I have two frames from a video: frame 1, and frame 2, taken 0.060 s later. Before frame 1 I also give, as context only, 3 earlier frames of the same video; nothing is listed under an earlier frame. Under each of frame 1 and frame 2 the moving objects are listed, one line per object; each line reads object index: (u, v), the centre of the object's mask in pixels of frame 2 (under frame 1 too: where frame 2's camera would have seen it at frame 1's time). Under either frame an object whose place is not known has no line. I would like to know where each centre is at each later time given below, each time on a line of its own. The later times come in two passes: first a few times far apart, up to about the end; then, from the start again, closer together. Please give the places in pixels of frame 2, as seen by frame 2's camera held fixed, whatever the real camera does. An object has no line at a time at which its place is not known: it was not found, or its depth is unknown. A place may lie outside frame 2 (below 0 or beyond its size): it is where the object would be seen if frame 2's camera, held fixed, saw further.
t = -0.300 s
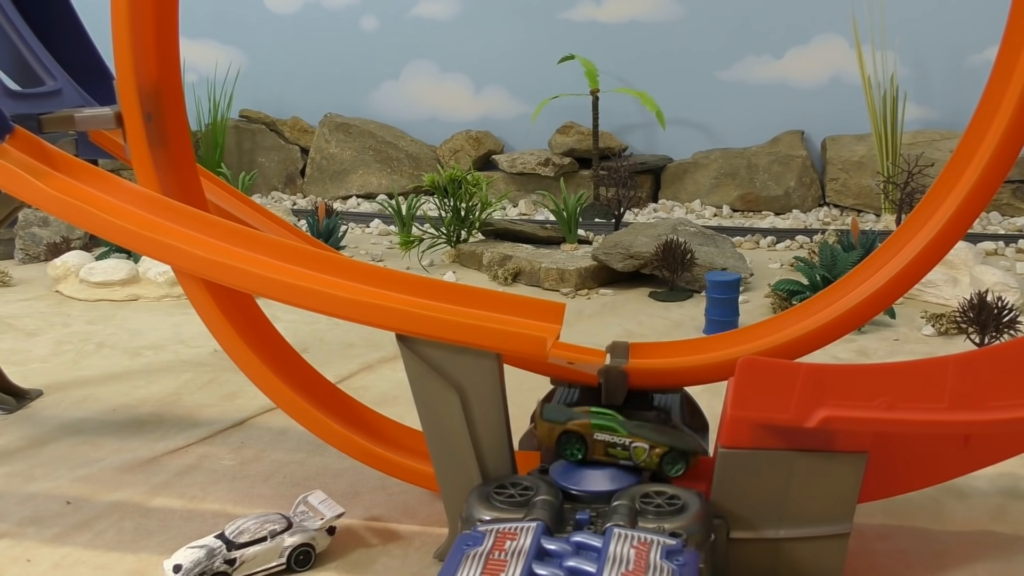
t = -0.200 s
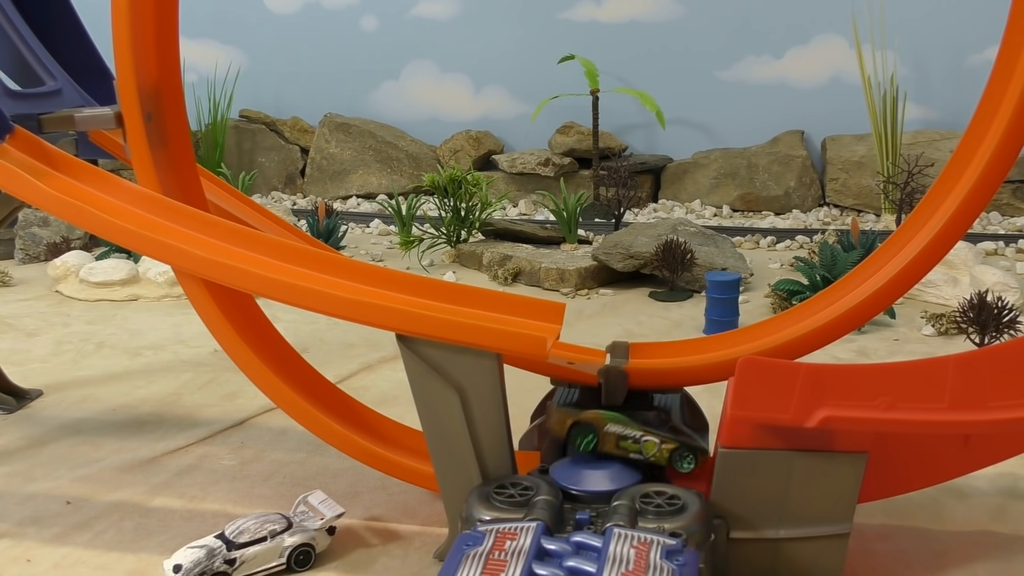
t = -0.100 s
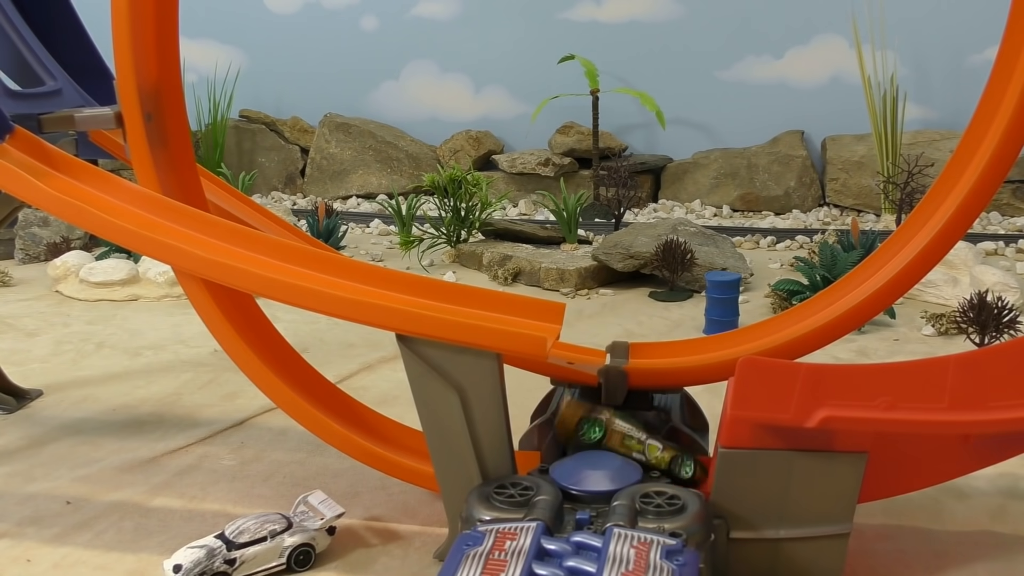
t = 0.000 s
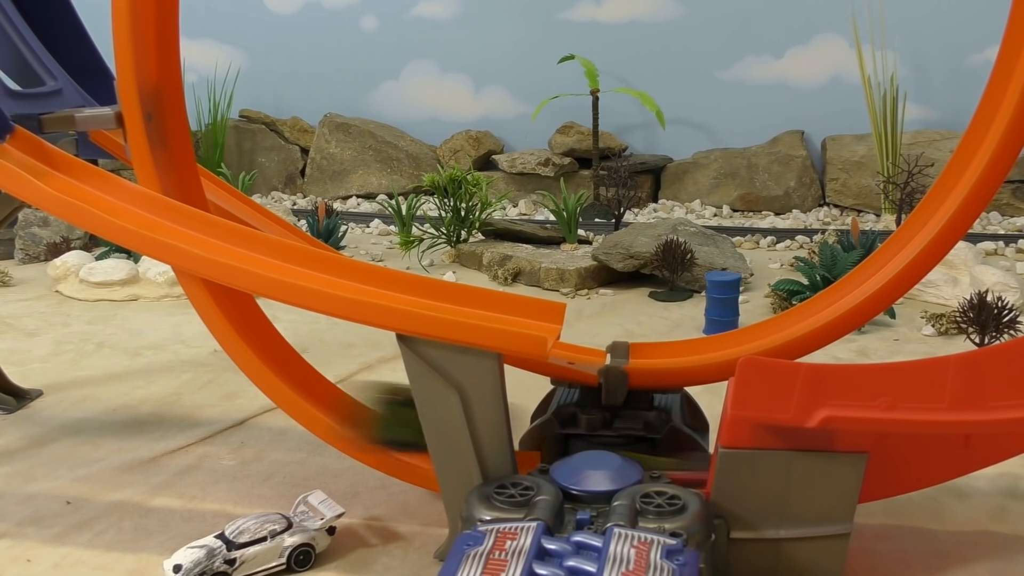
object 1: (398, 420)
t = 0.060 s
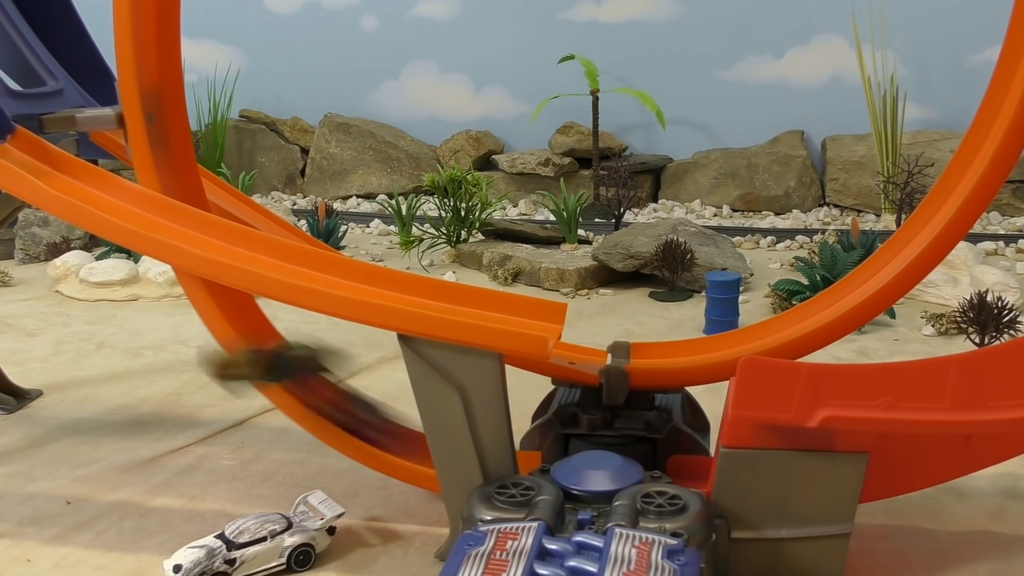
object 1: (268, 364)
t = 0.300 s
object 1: (67, 475)
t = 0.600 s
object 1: (64, 494)
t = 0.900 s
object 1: (64, 494)
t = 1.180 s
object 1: (64, 494)
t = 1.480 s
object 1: (64, 494)
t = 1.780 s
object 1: (64, 494)
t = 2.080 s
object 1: (64, 494)
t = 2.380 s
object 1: (64, 494)
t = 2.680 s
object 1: (64, 494)
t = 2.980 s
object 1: (64, 494)
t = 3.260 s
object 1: (64, 494)
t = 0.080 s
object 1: (247, 348)
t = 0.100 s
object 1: (196, 327)
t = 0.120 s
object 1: (170, 320)
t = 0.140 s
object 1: (153, 319)
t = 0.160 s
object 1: (134, 327)
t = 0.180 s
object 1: (108, 344)
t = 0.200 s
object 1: (98, 359)
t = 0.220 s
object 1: (89, 412)
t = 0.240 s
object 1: (81, 445)
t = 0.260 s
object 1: (75, 484)
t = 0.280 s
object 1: (70, 481)
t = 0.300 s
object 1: (67, 475)
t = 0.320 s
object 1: (64, 470)
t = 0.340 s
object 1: (61, 468)
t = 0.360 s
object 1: (60, 471)
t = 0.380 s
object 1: (62, 477)
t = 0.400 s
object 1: (65, 491)
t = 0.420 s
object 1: (65, 489)
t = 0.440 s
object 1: (65, 484)
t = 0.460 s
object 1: (65, 490)
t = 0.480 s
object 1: (65, 492)
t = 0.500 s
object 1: (64, 491)
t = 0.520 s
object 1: (64, 493)
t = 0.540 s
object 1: (64, 493)
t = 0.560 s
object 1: (64, 494)
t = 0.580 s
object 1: (64, 494)
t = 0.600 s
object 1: (64, 494)
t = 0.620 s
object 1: (64, 494)
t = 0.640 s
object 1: (64, 494)
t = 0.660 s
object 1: (64, 494)
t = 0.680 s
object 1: (64, 494)
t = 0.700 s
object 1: (64, 494)
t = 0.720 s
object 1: (64, 494)
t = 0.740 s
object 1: (64, 494)
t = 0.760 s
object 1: (64, 494)
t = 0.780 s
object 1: (64, 494)
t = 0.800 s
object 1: (64, 494)
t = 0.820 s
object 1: (64, 494)
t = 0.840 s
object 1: (64, 494)
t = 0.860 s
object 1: (64, 494)
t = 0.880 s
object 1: (64, 494)
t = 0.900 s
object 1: (64, 494)
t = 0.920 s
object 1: (64, 494)
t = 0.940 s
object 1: (64, 494)
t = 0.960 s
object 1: (64, 494)
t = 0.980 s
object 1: (64, 494)
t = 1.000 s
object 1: (64, 494)
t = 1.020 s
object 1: (64, 494)
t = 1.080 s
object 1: (64, 494)
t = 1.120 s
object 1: (64, 494)
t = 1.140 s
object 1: (64, 494)
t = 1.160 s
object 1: (64, 494)
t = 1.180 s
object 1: (64, 494)
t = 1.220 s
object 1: (64, 494)
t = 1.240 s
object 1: (64, 494)
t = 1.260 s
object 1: (64, 494)
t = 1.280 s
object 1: (64, 494)
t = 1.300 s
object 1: (64, 494)
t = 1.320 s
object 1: (64, 494)
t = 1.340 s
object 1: (64, 494)
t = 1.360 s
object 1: (64, 494)
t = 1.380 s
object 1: (64, 494)
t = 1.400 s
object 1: (64, 494)
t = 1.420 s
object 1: (64, 494)
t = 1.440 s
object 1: (64, 494)
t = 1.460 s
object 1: (64, 494)
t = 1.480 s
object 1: (64, 494)
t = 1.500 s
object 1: (64, 494)
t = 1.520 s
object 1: (64, 494)
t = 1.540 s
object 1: (64, 494)
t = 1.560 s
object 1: (64, 494)
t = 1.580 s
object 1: (64, 494)
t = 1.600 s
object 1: (64, 494)
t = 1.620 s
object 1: (64, 494)
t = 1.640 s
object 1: (64, 494)
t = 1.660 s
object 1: (64, 494)
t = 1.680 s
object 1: (64, 494)
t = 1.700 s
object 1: (64, 494)
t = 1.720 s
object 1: (64, 494)
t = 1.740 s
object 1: (64, 494)
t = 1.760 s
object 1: (64, 494)
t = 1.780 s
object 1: (64, 494)
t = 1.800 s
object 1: (64, 494)
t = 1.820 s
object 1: (64, 494)
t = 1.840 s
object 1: (64, 494)
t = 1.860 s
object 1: (64, 494)
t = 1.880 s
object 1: (64, 494)
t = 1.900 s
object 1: (64, 494)
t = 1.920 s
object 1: (64, 494)
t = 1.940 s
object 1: (64, 494)
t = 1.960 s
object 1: (64, 494)
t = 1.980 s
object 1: (64, 494)
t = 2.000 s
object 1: (64, 494)
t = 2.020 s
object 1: (64, 494)
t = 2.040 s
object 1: (64, 494)
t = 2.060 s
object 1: (64, 494)
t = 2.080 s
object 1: (64, 494)
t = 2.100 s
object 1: (64, 494)
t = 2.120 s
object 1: (64, 494)
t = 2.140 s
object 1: (64, 494)
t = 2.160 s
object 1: (64, 494)
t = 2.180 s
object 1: (64, 494)
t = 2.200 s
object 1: (64, 494)
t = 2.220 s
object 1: (64, 494)
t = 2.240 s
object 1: (64, 494)
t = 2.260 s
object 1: (64, 494)
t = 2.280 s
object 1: (64, 494)
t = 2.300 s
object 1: (64, 494)
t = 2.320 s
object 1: (64, 494)
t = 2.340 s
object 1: (64, 494)
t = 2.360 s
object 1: (64, 494)
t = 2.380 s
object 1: (64, 494)
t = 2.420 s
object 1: (64, 494)
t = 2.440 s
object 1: (64, 494)
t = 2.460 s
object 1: (64, 494)
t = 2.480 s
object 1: (64, 494)
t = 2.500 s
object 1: (64, 494)
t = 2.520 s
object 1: (64, 494)
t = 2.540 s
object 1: (64, 494)
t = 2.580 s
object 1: (64, 494)
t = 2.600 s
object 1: (64, 494)
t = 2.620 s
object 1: (64, 494)
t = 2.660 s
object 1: (64, 494)
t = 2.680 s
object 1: (64, 494)
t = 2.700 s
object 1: (64, 494)
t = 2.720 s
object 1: (64, 494)
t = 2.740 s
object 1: (64, 494)
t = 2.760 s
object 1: (64, 494)
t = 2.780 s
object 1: (64, 494)
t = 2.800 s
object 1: (64, 494)
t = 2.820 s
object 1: (64, 494)
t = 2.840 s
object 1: (64, 494)
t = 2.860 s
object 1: (64, 494)
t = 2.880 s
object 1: (64, 494)
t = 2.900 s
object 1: (64, 494)
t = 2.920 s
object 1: (64, 494)
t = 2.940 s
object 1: (64, 494)
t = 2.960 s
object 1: (64, 494)
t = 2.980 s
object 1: (64, 494)
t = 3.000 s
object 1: (64, 494)
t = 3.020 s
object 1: (64, 494)
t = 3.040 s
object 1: (64, 494)
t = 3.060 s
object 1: (64, 494)
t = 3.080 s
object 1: (64, 494)
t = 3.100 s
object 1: (64, 494)
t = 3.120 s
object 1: (64, 494)
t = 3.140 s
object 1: (64, 494)
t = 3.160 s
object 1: (64, 494)
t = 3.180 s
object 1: (64, 494)
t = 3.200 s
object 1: (64, 494)
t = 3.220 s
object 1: (64, 494)
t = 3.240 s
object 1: (64, 494)
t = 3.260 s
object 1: (64, 494)
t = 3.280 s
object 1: (64, 494)
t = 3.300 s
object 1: (64, 494)
